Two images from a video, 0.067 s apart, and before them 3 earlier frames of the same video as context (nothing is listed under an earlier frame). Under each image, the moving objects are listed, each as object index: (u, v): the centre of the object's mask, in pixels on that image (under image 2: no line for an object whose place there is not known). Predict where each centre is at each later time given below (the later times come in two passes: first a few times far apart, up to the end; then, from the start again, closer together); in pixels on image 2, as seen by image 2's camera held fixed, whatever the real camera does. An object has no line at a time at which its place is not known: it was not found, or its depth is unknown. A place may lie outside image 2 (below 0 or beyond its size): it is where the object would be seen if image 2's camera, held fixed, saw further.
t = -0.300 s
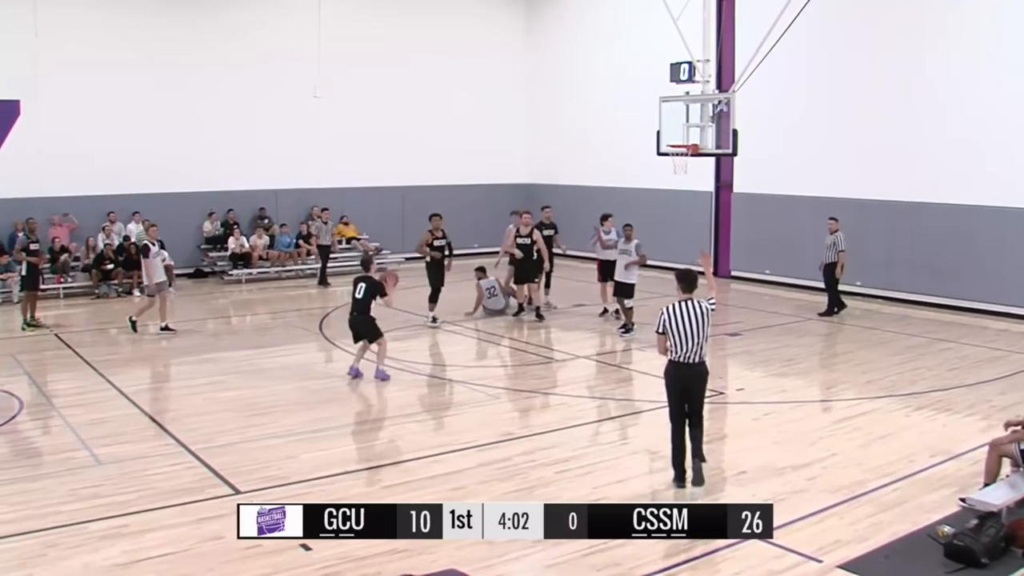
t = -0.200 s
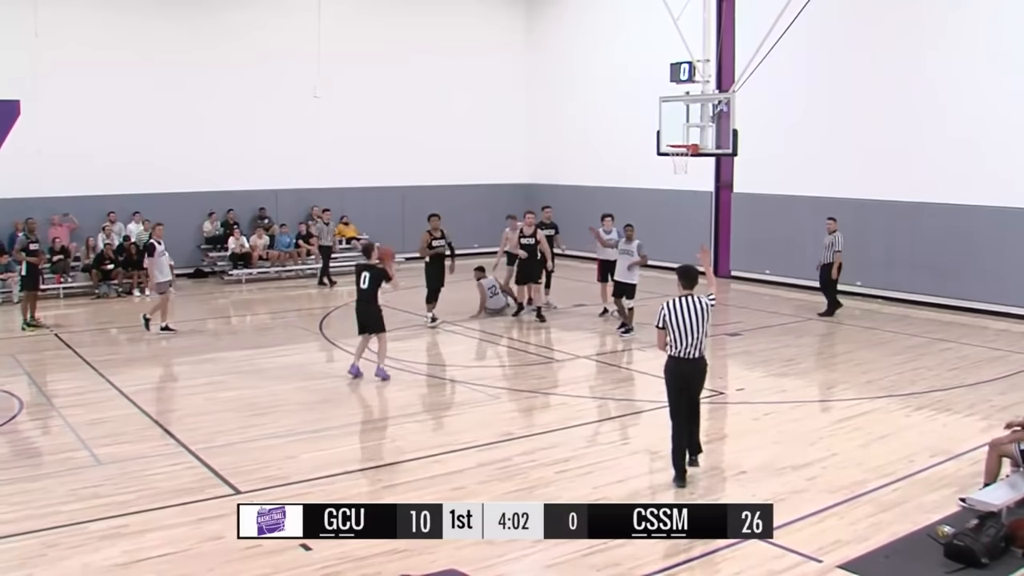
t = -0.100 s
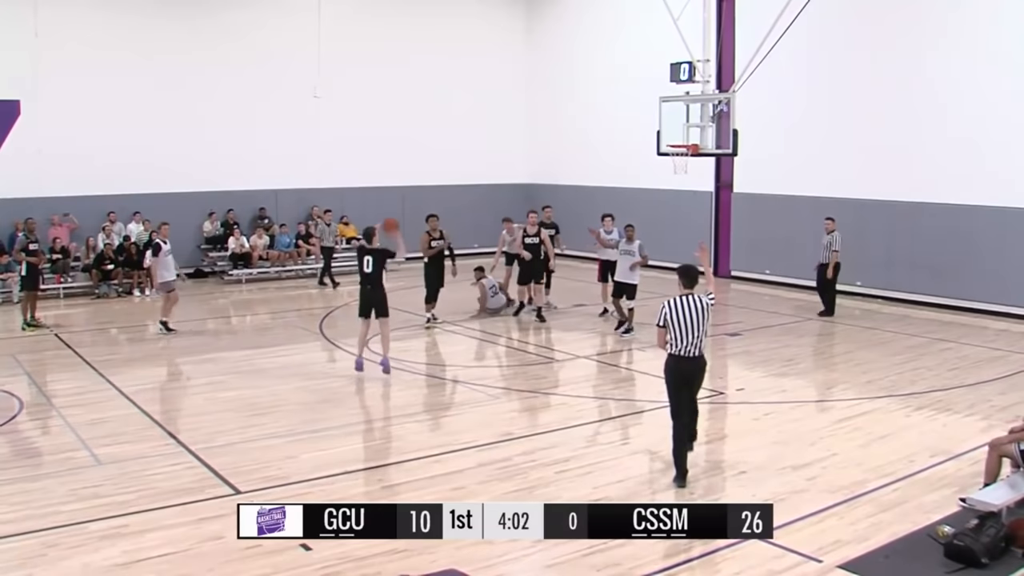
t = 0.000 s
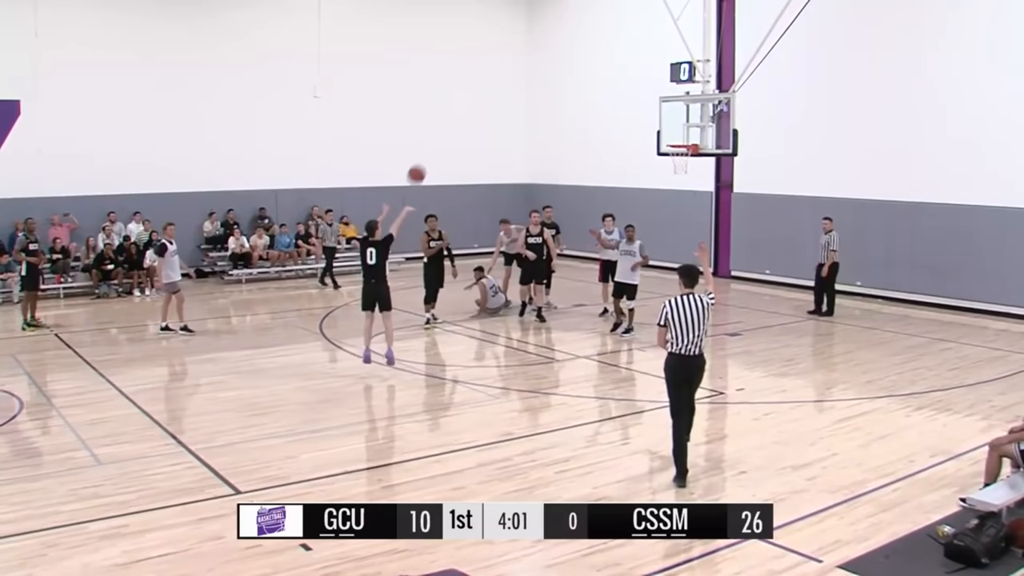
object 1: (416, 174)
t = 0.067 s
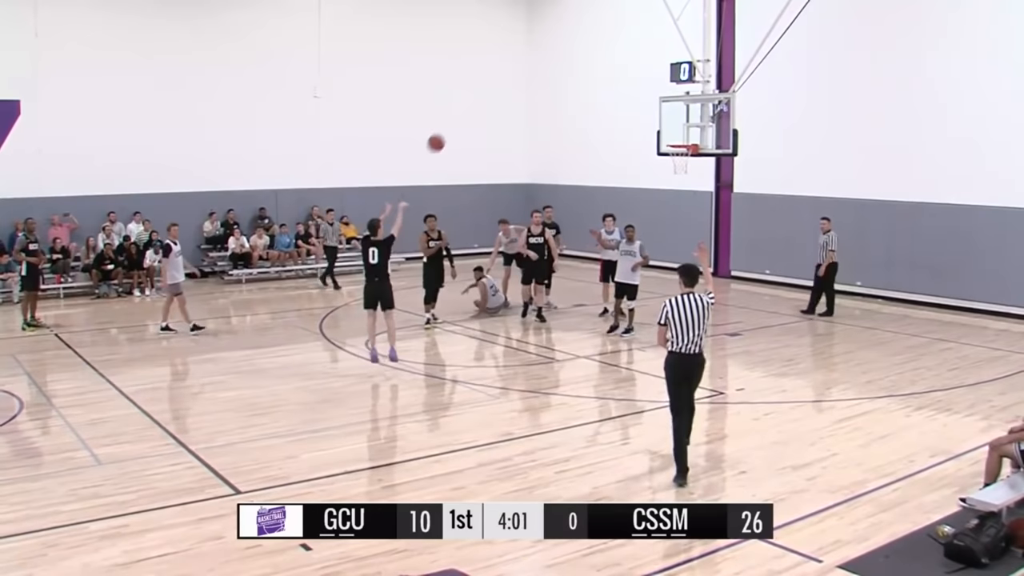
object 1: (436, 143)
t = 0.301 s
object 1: (499, 66)
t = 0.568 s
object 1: (561, 33)
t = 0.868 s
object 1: (619, 50)
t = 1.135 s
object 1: (663, 104)
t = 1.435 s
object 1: (671, 135)
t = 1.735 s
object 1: (652, 158)
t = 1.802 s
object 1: (648, 169)
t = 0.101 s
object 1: (445, 128)
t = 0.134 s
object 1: (454, 116)
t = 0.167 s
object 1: (464, 104)
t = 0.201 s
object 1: (473, 93)
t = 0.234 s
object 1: (481, 83)
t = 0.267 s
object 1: (490, 74)
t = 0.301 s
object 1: (499, 66)
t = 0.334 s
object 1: (507, 59)
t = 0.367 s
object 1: (515, 53)
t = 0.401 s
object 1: (523, 48)
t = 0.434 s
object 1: (531, 43)
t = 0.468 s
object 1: (539, 40)
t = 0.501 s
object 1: (546, 37)
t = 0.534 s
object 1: (554, 35)
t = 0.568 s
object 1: (561, 33)
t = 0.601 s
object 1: (568, 32)
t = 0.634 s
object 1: (575, 32)
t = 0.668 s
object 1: (581, 33)
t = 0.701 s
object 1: (588, 34)
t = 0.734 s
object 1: (594, 36)
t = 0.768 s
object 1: (601, 39)
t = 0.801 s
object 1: (607, 42)
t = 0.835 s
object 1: (613, 46)
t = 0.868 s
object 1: (619, 50)
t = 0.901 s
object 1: (625, 55)
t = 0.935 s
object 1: (631, 60)
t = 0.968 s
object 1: (637, 67)
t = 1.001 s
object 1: (642, 73)
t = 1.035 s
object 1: (648, 80)
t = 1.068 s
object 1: (653, 88)
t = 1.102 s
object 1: (658, 96)
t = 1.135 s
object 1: (663, 104)
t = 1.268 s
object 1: (682, 141)
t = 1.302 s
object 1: (681, 140)
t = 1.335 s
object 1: (678, 138)
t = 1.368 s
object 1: (676, 136)
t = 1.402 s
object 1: (674, 135)
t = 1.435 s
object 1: (671, 135)
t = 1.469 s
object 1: (669, 135)
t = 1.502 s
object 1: (667, 136)
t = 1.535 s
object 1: (665, 137)
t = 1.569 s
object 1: (663, 139)
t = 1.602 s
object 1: (661, 142)
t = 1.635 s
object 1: (658, 145)
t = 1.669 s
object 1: (657, 149)
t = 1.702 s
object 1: (654, 153)
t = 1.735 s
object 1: (652, 158)
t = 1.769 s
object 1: (650, 163)
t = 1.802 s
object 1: (648, 169)
